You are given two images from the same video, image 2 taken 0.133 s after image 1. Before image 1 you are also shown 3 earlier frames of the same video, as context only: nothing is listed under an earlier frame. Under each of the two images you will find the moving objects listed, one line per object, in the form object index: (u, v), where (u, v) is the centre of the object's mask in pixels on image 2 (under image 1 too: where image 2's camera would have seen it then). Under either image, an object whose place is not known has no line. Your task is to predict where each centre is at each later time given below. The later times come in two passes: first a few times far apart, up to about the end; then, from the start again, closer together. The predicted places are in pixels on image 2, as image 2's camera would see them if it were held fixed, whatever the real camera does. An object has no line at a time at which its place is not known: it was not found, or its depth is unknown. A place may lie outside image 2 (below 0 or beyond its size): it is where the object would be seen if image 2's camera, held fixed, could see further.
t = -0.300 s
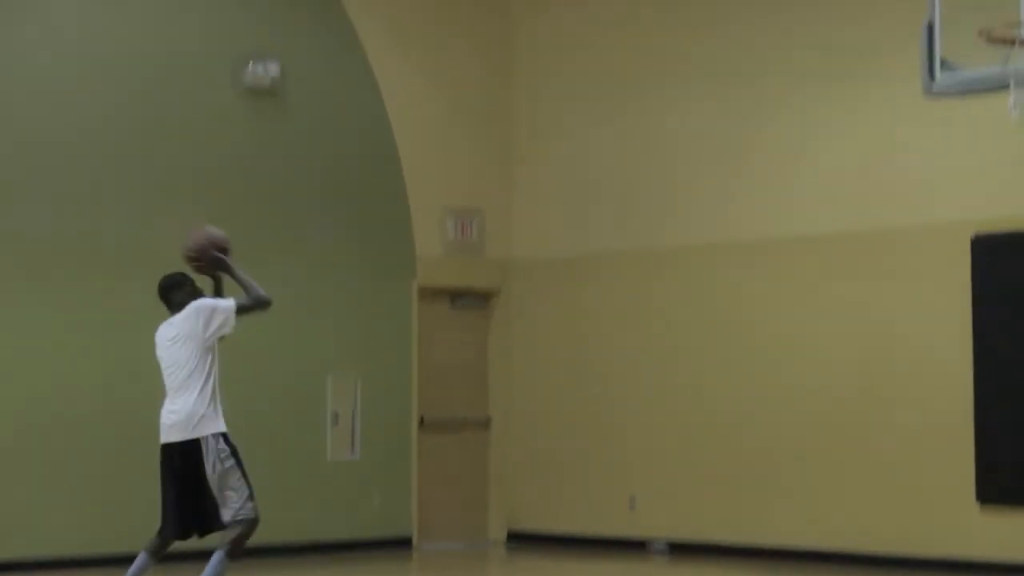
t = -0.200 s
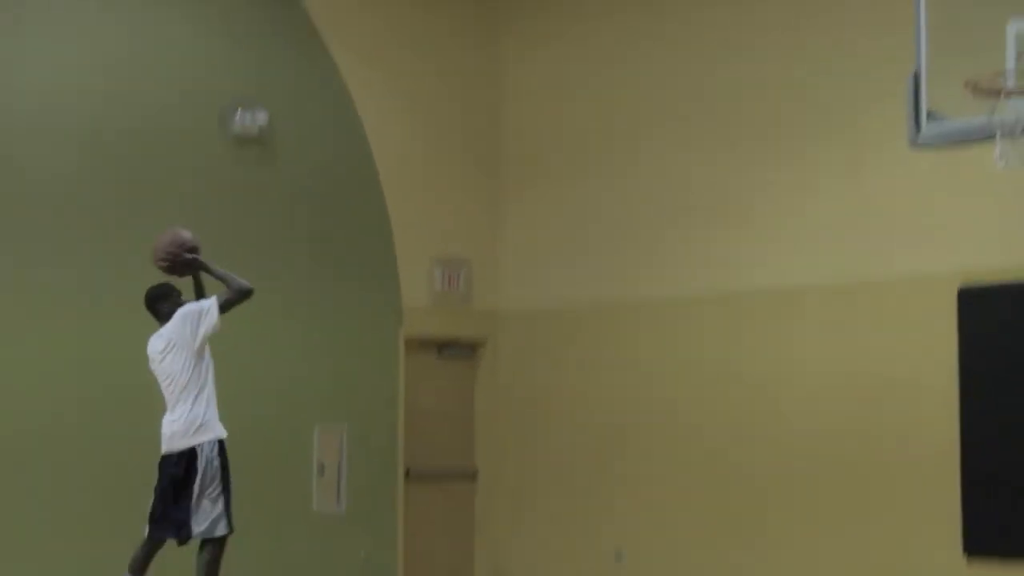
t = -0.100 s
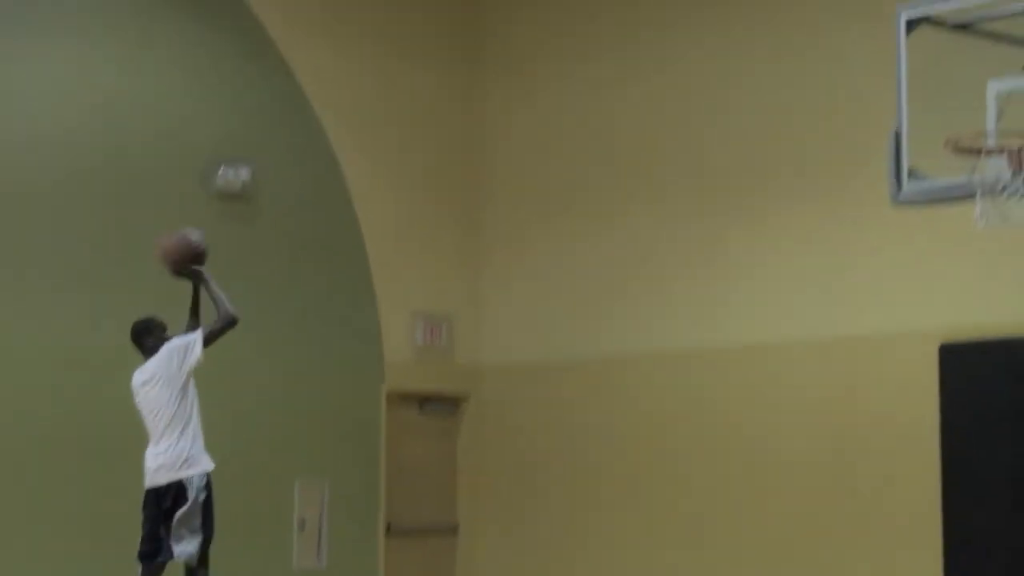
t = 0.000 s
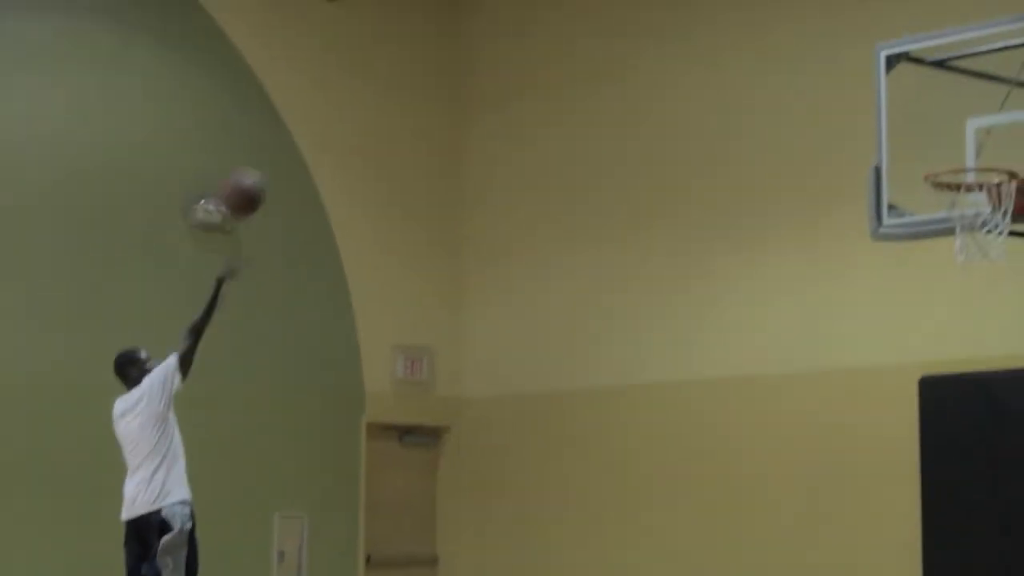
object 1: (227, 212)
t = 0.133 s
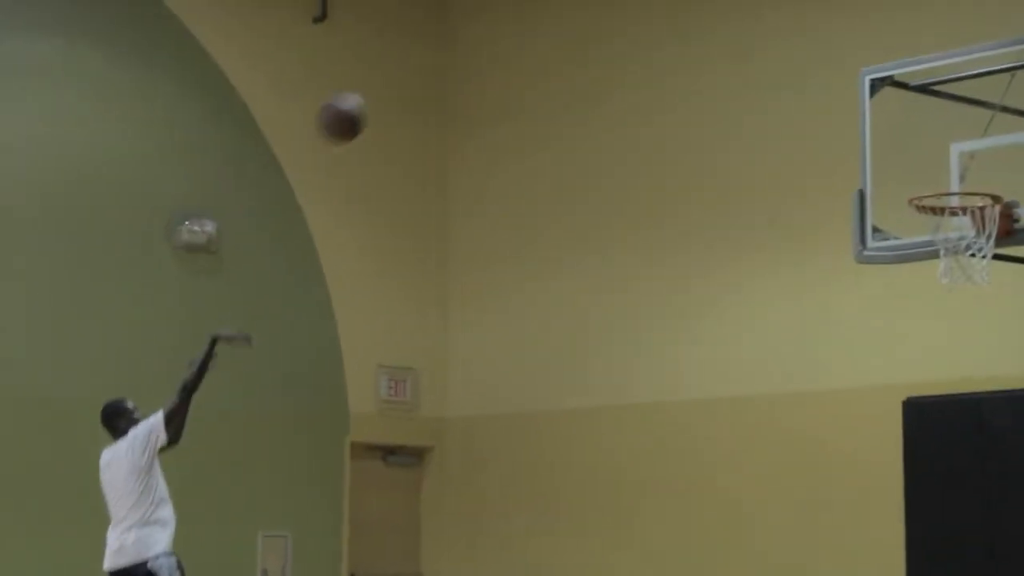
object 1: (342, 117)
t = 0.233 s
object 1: (426, 68)
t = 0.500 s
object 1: (644, 30)
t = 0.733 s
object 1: (832, 101)
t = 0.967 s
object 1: (1003, 243)
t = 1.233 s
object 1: (1016, 312)
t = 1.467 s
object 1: (1035, 481)
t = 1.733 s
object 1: (1051, 746)
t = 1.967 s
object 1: (1006, 567)
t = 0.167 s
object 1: (372, 99)
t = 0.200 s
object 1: (399, 83)
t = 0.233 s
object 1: (426, 68)
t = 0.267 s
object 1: (454, 57)
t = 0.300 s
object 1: (482, 47)
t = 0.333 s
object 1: (509, 39)
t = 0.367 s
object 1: (536, 33)
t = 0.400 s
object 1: (564, 30)
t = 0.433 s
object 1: (590, 27)
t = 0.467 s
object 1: (617, 27)
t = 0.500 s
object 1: (644, 30)
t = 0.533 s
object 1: (670, 34)
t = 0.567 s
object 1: (697, 41)
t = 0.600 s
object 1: (725, 49)
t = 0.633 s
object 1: (751, 58)
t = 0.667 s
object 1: (779, 71)
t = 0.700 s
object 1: (805, 84)
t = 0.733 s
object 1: (832, 101)
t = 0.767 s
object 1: (861, 120)
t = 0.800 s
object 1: (889, 141)
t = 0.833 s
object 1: (915, 163)
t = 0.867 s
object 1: (943, 181)
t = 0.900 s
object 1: (971, 214)
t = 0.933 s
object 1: (994, 237)
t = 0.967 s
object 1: (1003, 243)
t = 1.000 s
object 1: (1004, 249)
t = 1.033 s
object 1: (1006, 252)
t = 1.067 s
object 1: (1007, 254)
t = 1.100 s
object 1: (1008, 261)
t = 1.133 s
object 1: (1010, 271)
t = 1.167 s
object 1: (1012, 283)
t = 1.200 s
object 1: (1014, 297)
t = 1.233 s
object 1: (1016, 312)
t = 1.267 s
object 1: (1018, 331)
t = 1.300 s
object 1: (1020, 350)
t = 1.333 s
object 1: (1023, 371)
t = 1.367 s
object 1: (1027, 397)
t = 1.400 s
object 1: (1029, 423)
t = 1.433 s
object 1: (1033, 450)
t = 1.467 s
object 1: (1035, 481)
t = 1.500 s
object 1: (1037, 513)
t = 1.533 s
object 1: (1040, 548)
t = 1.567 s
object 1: (1043, 589)
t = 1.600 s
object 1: (1043, 631)
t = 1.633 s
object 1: (1049, 671)
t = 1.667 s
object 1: (1051, 724)
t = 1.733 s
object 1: (1051, 746)
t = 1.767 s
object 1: (1045, 707)
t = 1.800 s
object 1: (1039, 672)
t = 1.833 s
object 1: (1037, 650)
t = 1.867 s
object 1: (1031, 626)
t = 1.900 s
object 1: (1020, 604)
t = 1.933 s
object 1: (1014, 584)
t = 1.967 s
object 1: (1006, 567)
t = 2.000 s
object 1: (1001, 551)
